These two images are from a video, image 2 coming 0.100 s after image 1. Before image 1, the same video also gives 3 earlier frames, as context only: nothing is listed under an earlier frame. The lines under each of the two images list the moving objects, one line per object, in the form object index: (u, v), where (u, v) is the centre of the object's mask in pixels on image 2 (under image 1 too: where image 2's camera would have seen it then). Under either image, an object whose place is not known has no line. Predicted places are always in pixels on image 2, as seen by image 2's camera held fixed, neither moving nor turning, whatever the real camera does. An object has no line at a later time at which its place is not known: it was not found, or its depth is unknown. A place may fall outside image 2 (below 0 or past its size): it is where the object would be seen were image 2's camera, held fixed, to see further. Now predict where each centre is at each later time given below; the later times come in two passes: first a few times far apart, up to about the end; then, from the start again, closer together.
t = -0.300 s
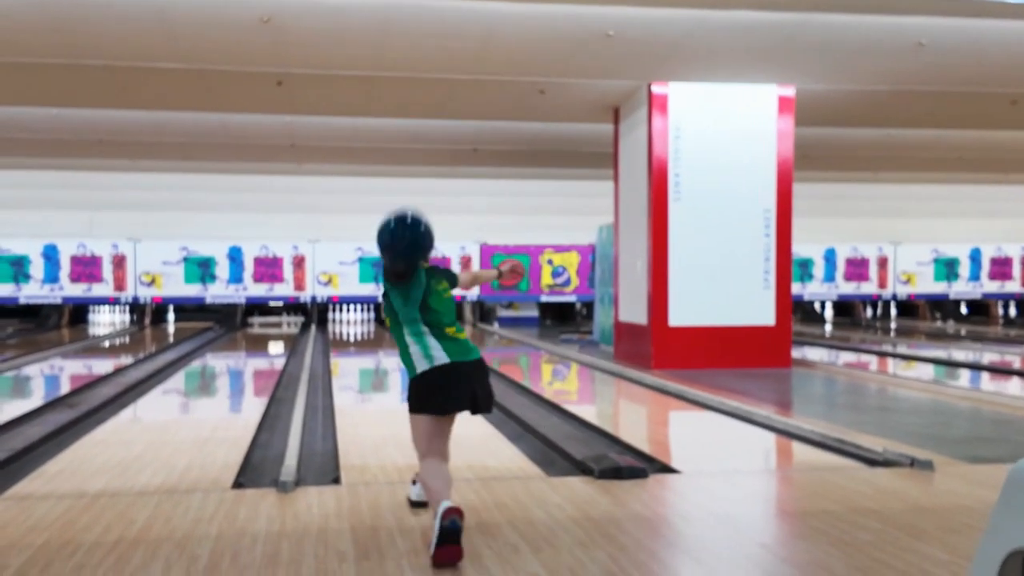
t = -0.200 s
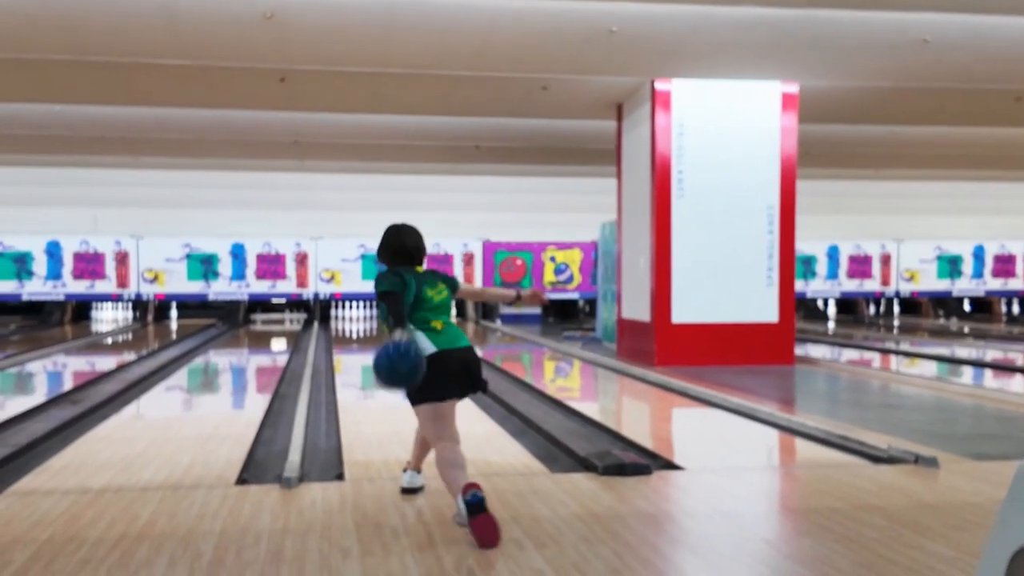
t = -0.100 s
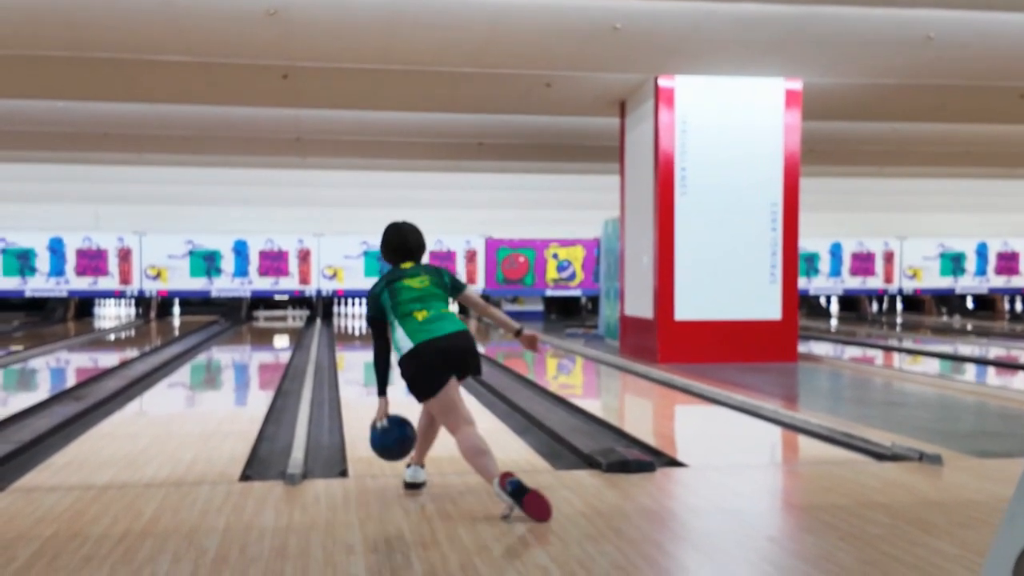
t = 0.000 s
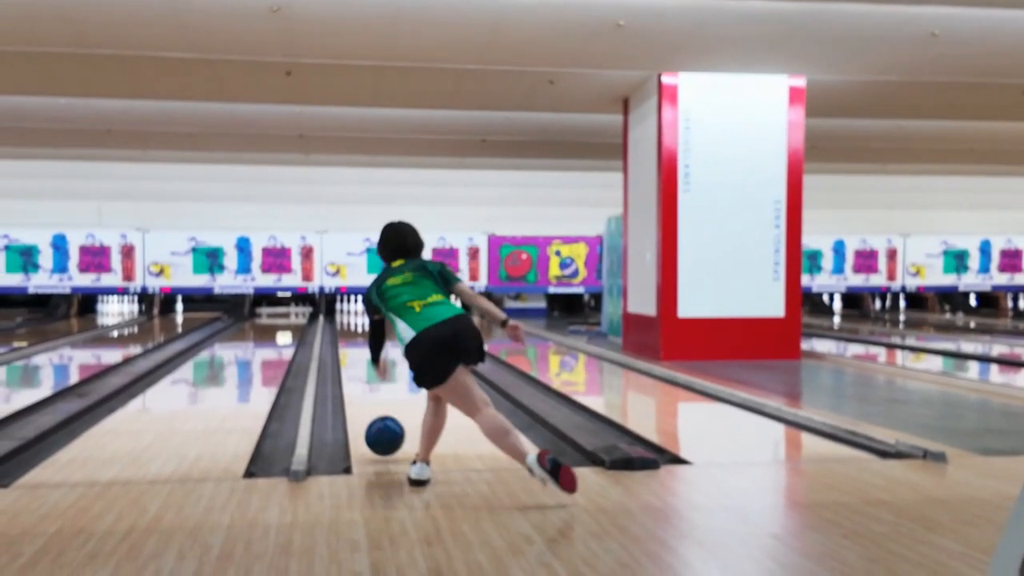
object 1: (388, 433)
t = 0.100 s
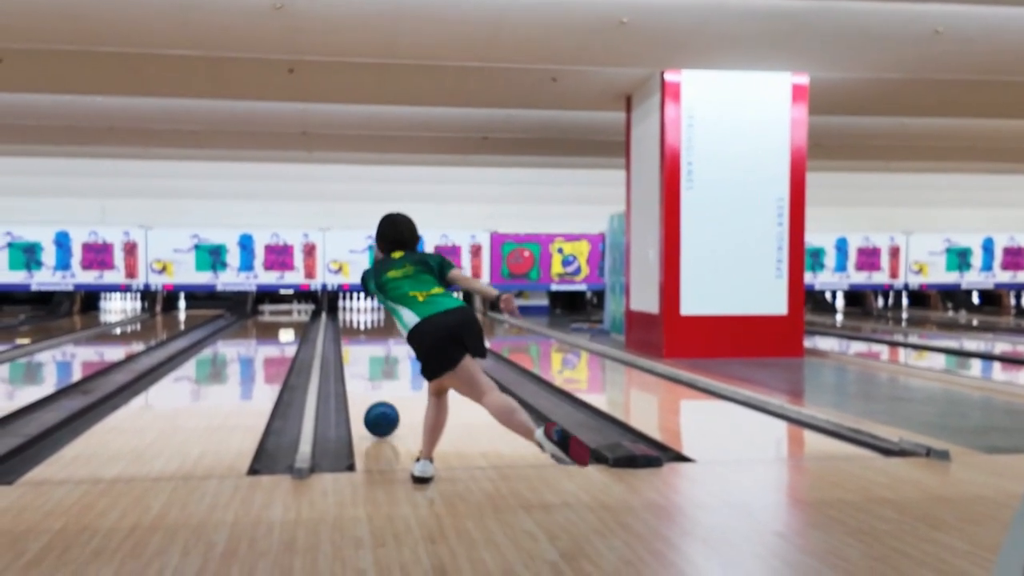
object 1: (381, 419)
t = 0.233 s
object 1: (374, 398)
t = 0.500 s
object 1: (364, 369)
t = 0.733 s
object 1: (358, 350)
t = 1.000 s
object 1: (359, 337)
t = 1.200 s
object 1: (354, 331)
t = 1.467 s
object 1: (352, 323)
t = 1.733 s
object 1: (351, 317)
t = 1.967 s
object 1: (351, 313)
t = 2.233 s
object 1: (355, 309)
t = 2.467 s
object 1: (356, 306)
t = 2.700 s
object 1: (357, 305)
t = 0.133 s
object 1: (379, 414)
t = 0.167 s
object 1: (377, 409)
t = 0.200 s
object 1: (375, 403)
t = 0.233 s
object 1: (374, 398)
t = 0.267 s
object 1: (372, 393)
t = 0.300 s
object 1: (371, 389)
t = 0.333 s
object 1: (369, 385)
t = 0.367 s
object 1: (368, 381)
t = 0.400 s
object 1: (367, 378)
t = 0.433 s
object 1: (366, 374)
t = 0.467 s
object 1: (365, 371)
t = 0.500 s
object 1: (364, 369)
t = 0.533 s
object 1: (363, 366)
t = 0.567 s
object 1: (362, 362)
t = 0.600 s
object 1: (361, 359)
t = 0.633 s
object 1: (360, 357)
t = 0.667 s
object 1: (360, 354)
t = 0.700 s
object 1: (359, 352)
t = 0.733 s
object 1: (358, 350)
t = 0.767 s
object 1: (358, 348)
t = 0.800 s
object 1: (357, 346)
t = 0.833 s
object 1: (356, 345)
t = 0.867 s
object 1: (356, 343)
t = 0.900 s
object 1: (356, 342)
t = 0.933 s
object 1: (354, 340)
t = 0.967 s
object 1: (349, 337)
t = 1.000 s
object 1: (359, 337)
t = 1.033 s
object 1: (355, 336)
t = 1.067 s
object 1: (354, 335)
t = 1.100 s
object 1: (353, 334)
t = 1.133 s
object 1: (352, 333)
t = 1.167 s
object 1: (352, 332)
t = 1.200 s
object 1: (354, 331)
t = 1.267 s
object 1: (352, 327)
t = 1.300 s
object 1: (353, 327)
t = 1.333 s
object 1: (352, 327)
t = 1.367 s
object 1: (352, 326)
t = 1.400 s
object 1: (352, 325)
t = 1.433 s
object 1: (352, 324)
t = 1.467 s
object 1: (352, 323)
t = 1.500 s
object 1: (351, 322)
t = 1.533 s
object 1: (352, 321)
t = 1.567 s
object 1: (352, 320)
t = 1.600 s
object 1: (351, 319)
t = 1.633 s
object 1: (351, 319)
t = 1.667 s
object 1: (351, 318)
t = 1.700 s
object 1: (351, 317)
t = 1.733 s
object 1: (351, 317)
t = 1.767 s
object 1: (351, 316)
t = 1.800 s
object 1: (350, 315)
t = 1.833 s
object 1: (350, 315)
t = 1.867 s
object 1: (351, 314)
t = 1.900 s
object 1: (351, 314)
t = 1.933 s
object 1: (351, 314)
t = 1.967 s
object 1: (351, 313)
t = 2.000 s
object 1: (352, 312)
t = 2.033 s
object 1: (352, 312)
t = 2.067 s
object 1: (353, 311)
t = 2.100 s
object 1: (354, 310)
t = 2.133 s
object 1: (354, 310)
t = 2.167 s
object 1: (355, 310)
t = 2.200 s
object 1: (355, 310)
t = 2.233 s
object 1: (355, 309)
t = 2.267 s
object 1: (356, 308)
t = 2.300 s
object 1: (356, 309)
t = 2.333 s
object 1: (355, 307)
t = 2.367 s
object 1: (356, 305)
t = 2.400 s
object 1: (359, 305)
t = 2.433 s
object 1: (359, 306)
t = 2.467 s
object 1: (356, 306)
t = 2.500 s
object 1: (357, 305)
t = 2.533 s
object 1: (356, 305)
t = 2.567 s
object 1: (358, 305)
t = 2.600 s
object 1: (356, 304)
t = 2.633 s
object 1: (357, 304)
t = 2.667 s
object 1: (358, 304)
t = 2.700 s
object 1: (357, 305)
